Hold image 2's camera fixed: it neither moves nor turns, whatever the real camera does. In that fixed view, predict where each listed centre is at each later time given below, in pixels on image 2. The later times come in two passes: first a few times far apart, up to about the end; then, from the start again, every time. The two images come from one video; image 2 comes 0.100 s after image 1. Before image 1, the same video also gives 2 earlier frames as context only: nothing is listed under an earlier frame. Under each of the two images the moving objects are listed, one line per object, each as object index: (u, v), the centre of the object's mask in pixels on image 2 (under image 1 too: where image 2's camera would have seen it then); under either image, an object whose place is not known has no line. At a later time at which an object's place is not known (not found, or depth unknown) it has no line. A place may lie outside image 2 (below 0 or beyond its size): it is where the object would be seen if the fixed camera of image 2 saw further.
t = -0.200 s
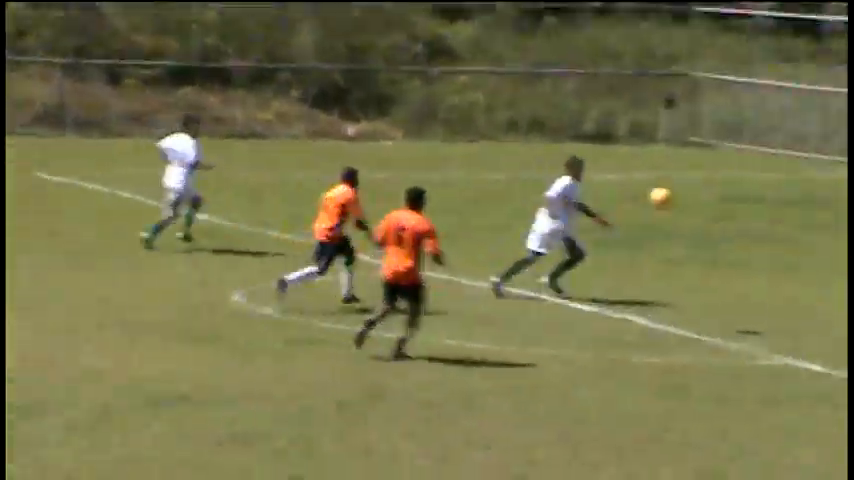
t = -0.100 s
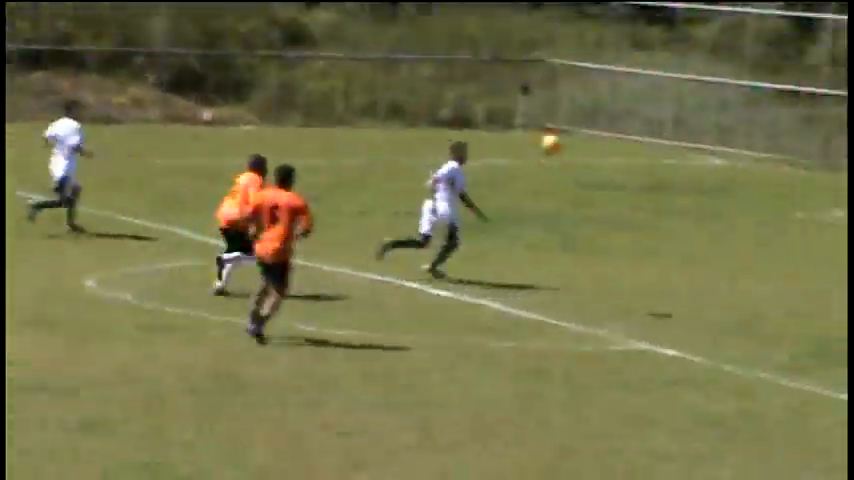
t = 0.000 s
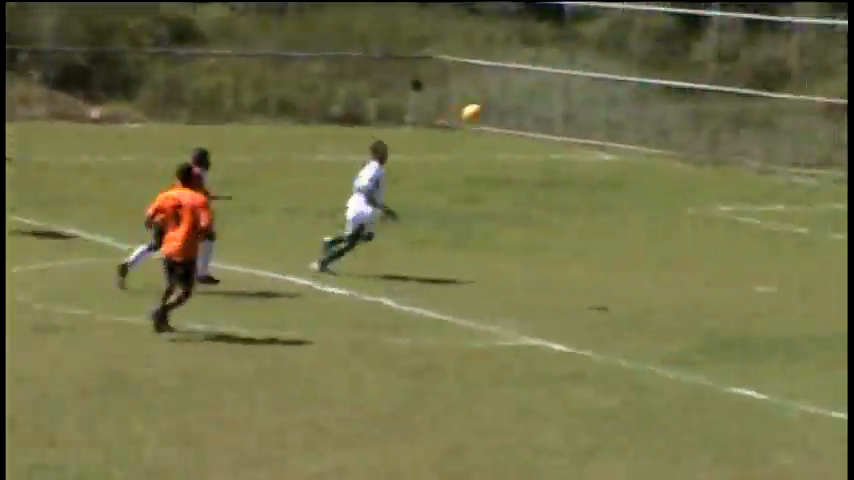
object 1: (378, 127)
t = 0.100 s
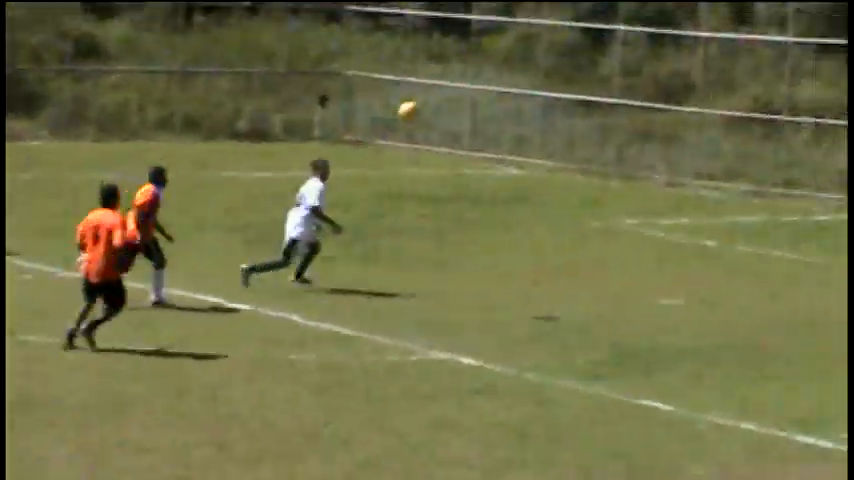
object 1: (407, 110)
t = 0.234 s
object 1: (445, 100)
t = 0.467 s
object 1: (504, 125)
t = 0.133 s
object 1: (416, 106)
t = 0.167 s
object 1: (426, 102)
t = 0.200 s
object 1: (435, 101)
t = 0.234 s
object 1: (445, 100)
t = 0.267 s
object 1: (453, 101)
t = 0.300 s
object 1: (462, 104)
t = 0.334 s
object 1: (471, 104)
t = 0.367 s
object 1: (480, 108)
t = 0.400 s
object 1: (488, 112)
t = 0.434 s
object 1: (495, 118)
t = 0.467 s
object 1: (504, 125)
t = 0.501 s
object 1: (512, 131)
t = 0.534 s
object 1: (520, 139)
